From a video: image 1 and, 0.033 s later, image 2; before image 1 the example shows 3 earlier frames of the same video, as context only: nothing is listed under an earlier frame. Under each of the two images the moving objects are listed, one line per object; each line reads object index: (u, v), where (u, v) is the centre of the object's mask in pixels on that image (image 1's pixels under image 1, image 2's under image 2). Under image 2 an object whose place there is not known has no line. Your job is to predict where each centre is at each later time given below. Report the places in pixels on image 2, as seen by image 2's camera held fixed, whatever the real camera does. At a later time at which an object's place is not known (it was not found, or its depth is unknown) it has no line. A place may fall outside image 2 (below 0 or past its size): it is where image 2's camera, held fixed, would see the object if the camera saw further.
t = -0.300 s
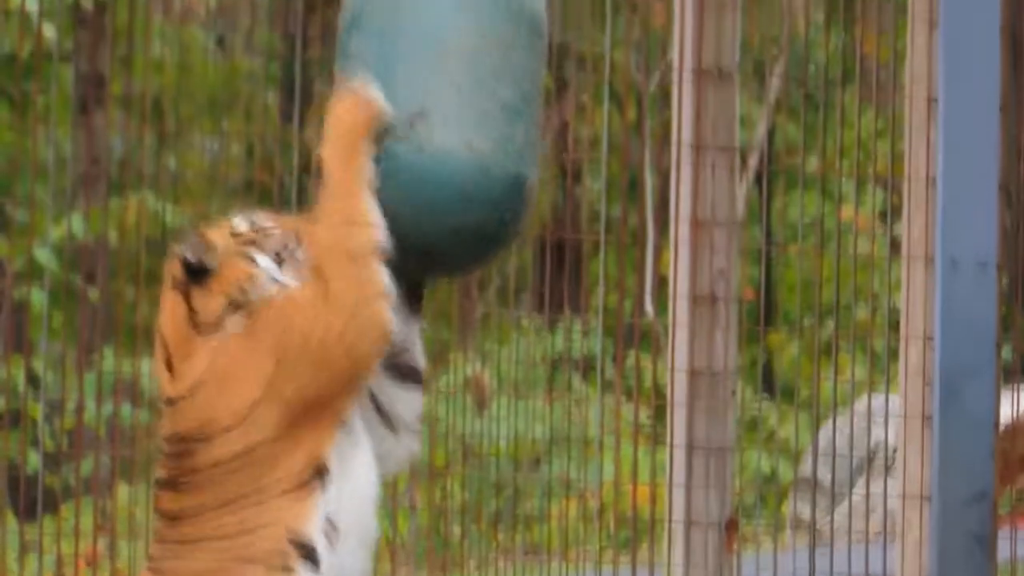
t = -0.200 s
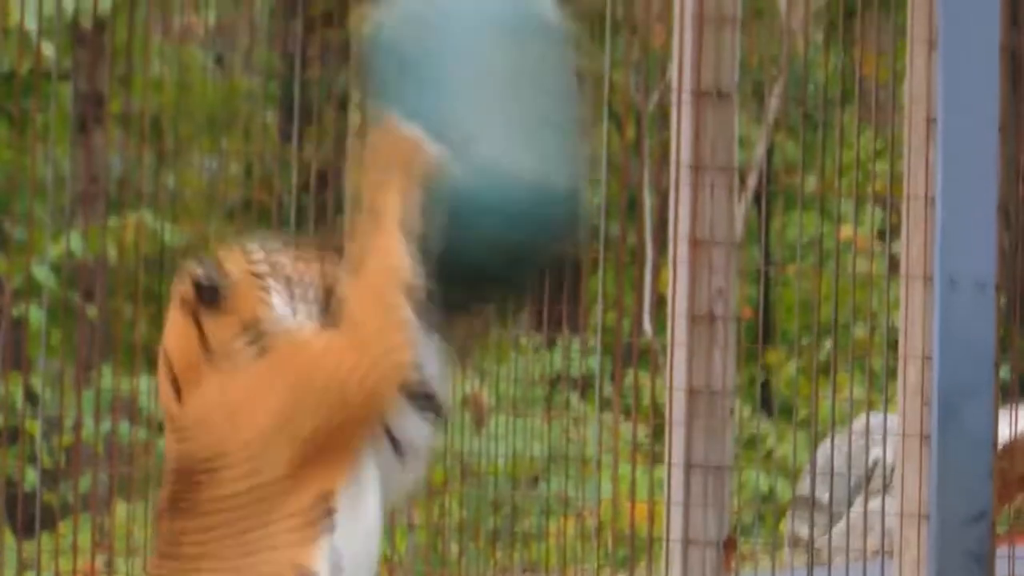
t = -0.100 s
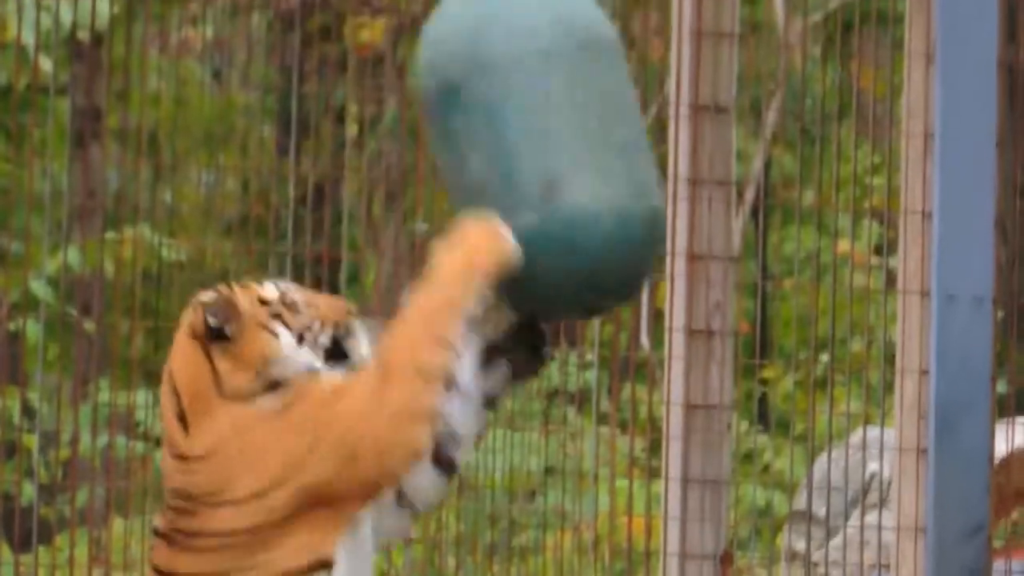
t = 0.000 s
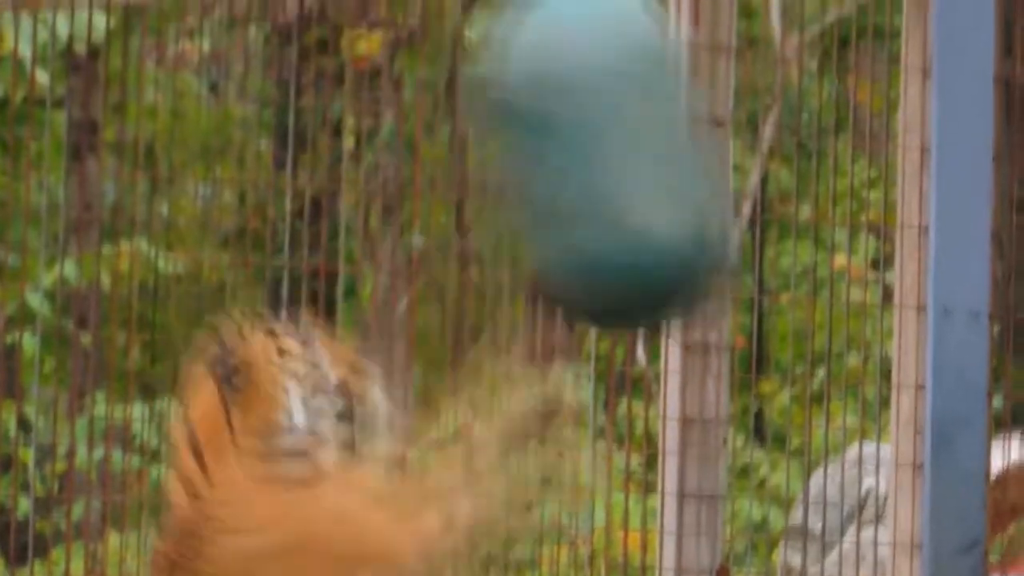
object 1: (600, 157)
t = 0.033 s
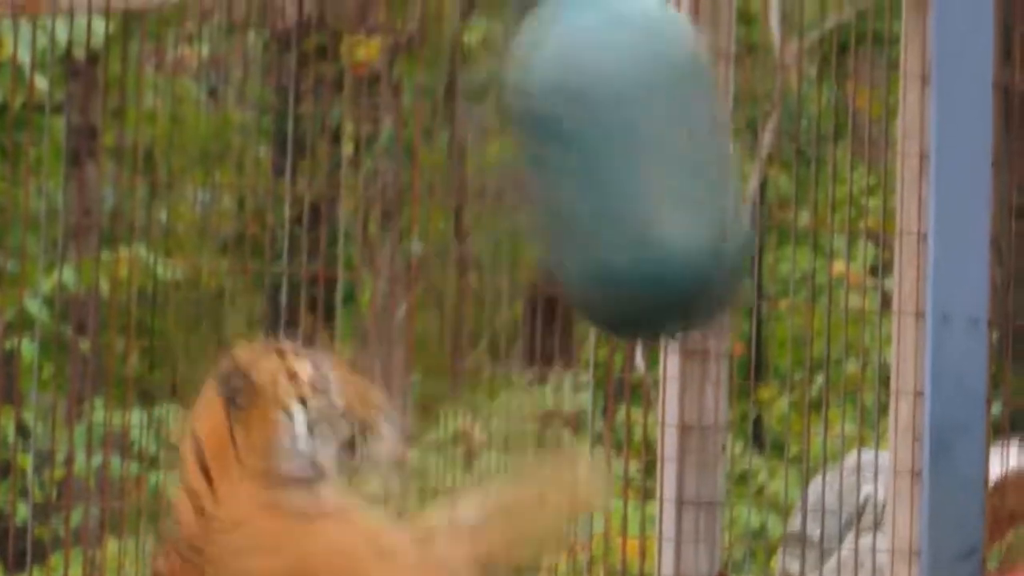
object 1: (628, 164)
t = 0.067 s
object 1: (648, 166)
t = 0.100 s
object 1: (673, 176)
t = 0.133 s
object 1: (696, 182)
